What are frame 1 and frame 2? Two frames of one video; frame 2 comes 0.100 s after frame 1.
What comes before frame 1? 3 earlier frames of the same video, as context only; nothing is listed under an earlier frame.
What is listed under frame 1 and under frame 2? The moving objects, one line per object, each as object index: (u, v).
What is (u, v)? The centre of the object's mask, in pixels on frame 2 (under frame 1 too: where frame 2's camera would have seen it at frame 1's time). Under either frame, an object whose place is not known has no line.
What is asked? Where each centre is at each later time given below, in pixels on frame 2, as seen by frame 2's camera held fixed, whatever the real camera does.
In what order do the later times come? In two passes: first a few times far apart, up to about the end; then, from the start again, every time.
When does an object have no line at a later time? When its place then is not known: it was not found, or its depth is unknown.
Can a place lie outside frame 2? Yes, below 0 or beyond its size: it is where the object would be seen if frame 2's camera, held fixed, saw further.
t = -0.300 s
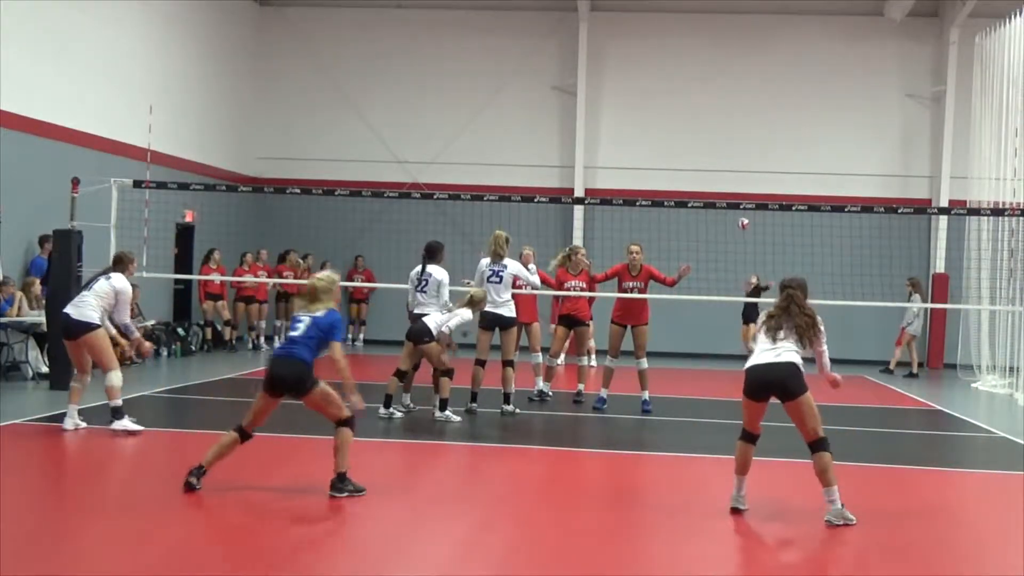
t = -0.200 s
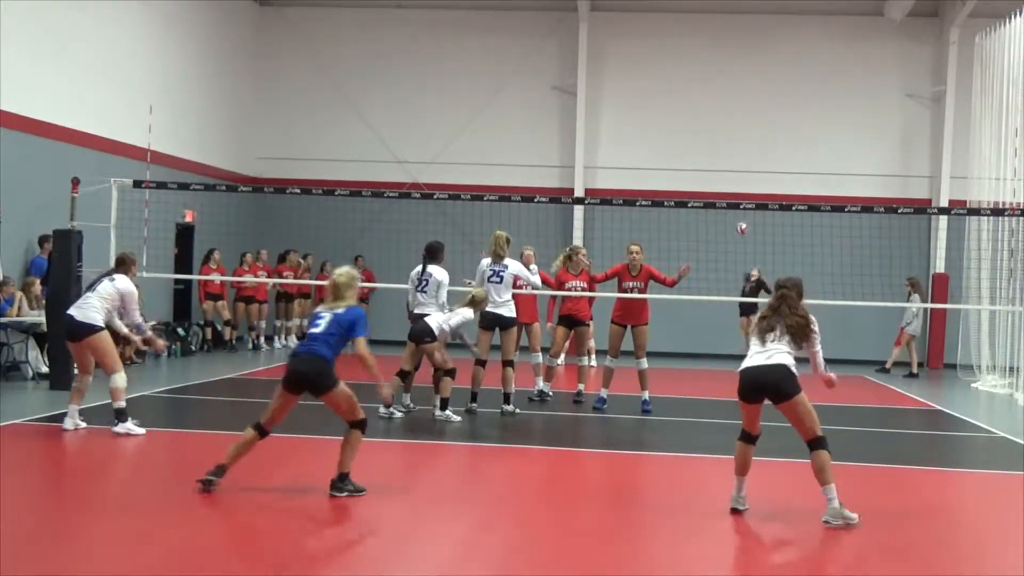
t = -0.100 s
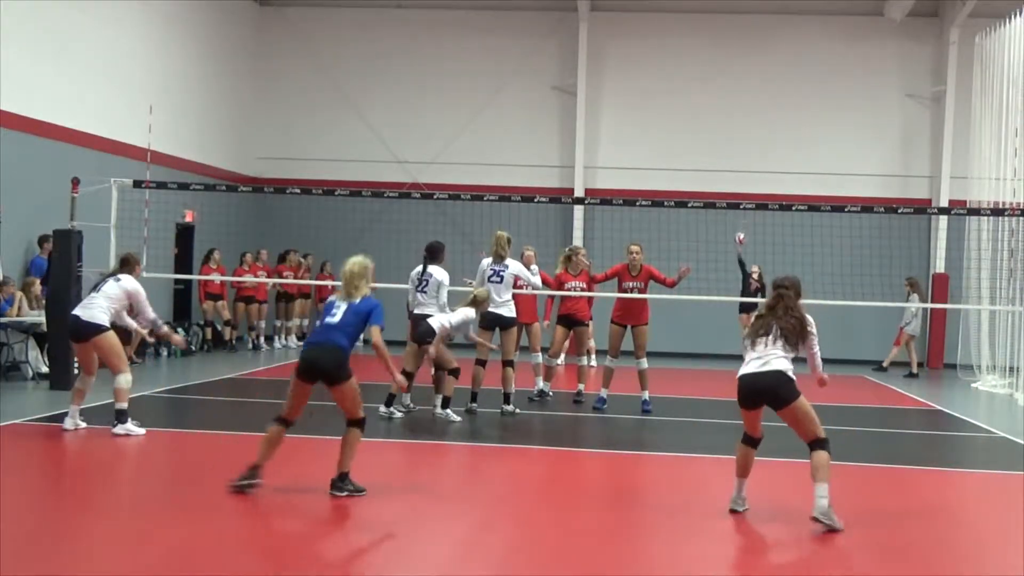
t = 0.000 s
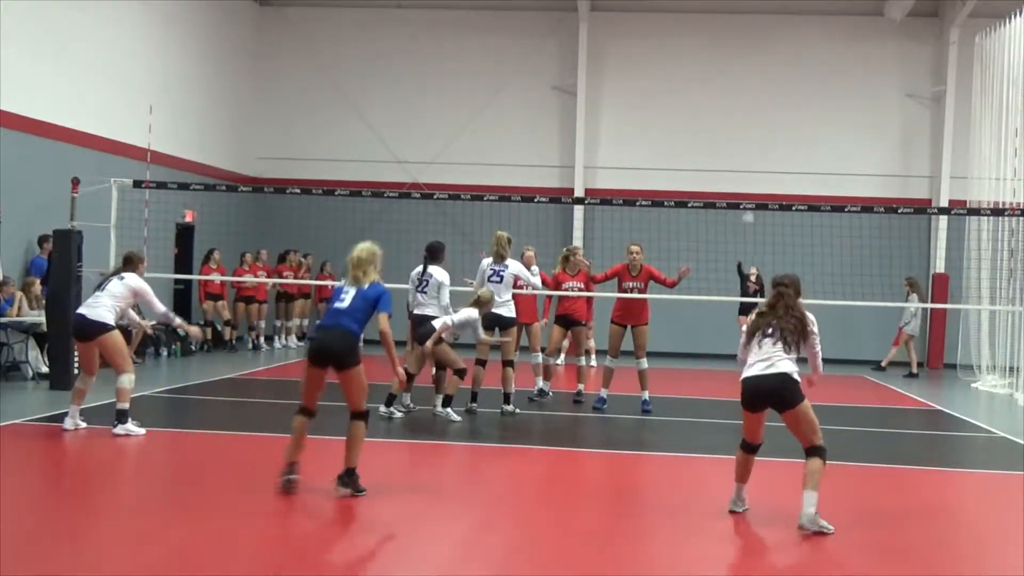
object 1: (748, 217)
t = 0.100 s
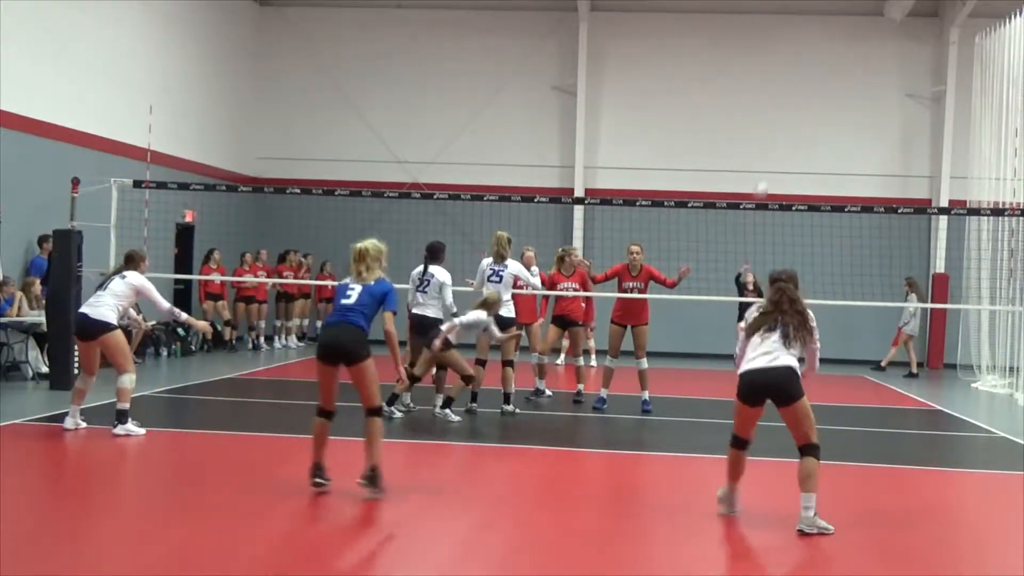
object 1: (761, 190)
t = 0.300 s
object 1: (789, 145)
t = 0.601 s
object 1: (842, 114)
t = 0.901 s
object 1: (926, 184)
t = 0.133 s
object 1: (765, 182)
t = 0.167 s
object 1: (770, 173)
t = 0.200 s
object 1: (773, 167)
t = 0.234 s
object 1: (778, 159)
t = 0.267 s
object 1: (784, 150)
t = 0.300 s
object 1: (789, 145)
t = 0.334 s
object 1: (794, 139)
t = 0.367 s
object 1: (800, 133)
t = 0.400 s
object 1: (805, 127)
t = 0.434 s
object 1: (811, 123)
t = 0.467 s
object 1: (817, 119)
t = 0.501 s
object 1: (823, 117)
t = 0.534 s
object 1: (829, 115)
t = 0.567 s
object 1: (835, 114)
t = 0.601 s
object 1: (842, 114)
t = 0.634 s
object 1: (850, 116)
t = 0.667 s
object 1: (859, 119)
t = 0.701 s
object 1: (865, 122)
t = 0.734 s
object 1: (875, 128)
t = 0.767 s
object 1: (884, 135)
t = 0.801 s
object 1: (895, 145)
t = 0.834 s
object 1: (905, 155)
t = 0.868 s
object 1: (916, 169)
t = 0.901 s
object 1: (926, 184)
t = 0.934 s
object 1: (940, 208)
